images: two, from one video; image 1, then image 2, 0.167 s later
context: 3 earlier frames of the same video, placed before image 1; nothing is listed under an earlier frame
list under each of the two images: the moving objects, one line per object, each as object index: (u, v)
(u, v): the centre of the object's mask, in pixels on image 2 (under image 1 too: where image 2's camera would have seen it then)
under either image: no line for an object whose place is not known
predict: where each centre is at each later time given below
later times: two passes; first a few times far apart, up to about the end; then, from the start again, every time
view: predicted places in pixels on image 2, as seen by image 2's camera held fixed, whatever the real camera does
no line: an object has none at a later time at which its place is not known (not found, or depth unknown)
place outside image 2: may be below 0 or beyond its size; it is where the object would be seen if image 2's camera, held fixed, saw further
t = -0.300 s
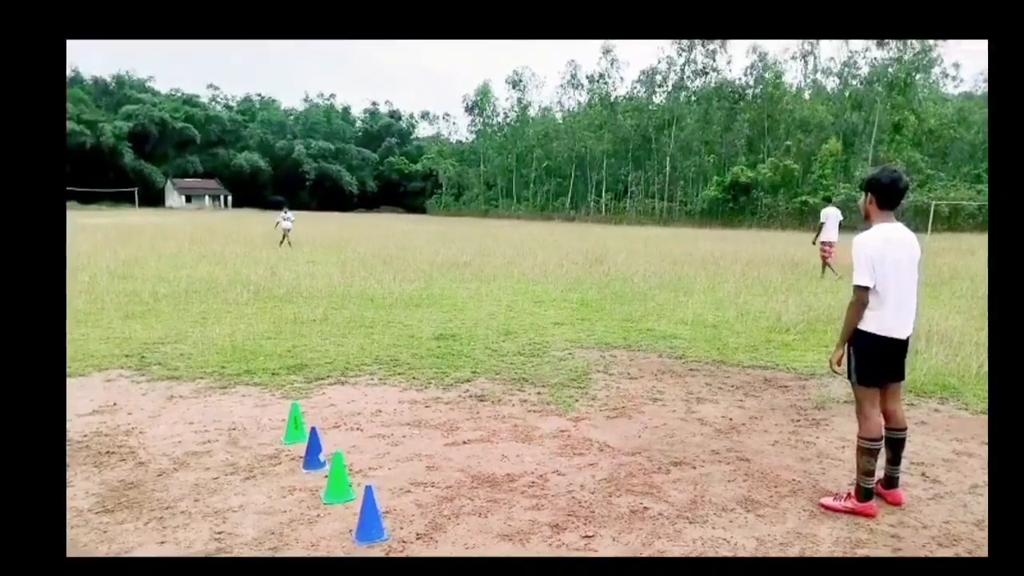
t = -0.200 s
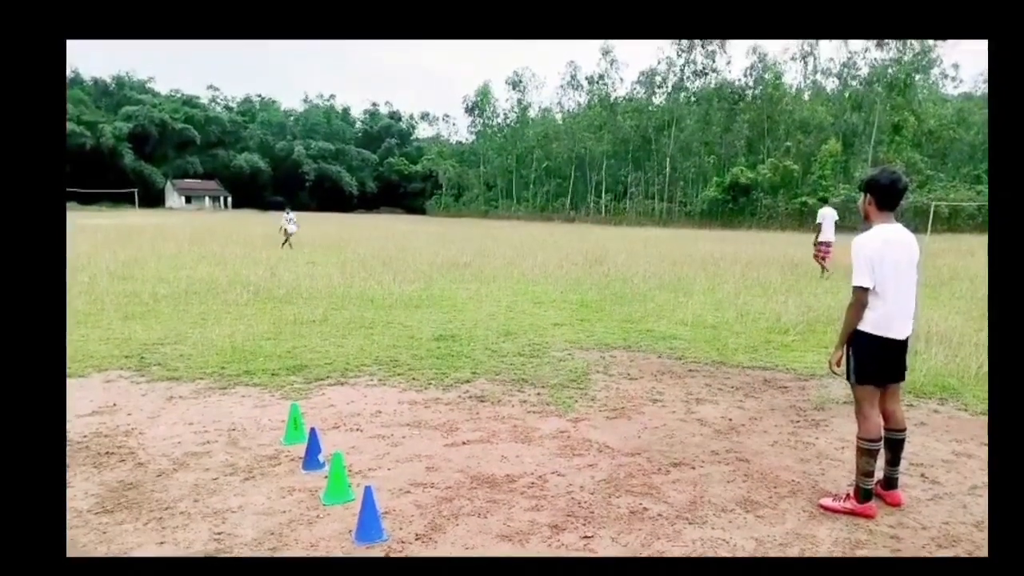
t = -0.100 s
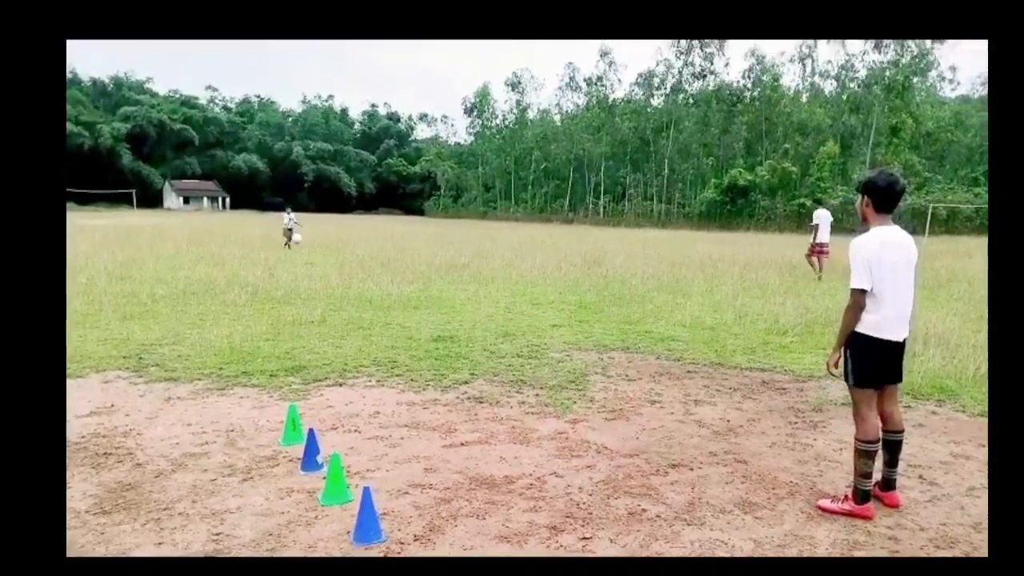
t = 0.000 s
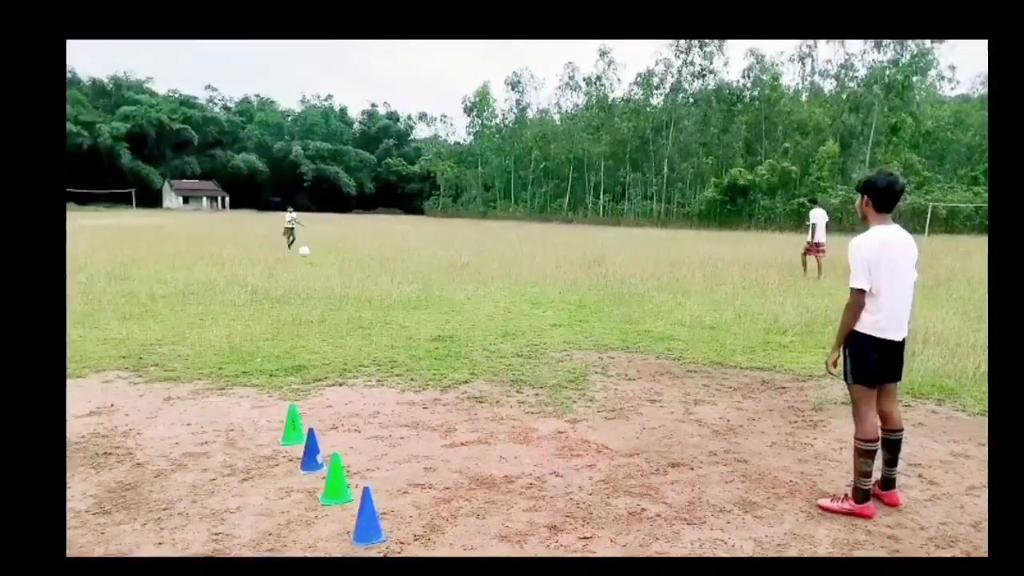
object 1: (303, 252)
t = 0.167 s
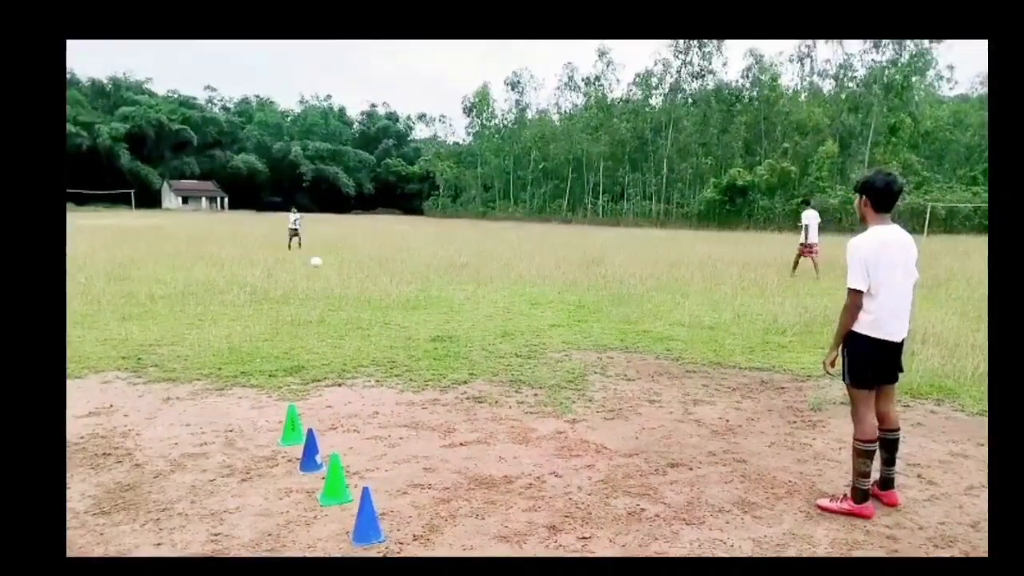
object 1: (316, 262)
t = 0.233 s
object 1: (321, 257)
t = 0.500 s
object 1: (346, 259)
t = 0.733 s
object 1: (373, 287)
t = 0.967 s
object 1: (400, 286)
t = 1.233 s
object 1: (436, 301)
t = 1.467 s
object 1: (474, 321)
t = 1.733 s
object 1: (528, 337)
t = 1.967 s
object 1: (586, 349)
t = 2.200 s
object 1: (658, 359)
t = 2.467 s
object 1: (764, 383)
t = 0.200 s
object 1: (318, 259)
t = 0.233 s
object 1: (321, 257)
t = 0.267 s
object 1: (324, 255)
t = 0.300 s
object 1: (327, 254)
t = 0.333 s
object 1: (329, 253)
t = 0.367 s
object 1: (332, 253)
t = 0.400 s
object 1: (335, 254)
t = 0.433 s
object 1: (339, 255)
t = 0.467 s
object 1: (342, 256)
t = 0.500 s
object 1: (346, 259)
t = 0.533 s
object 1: (349, 262)
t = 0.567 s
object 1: (353, 266)
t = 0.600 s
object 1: (357, 271)
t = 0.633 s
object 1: (361, 277)
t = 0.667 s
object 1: (365, 283)
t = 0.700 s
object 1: (370, 289)
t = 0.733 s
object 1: (373, 287)
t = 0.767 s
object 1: (377, 286)
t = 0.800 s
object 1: (380, 284)
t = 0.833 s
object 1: (384, 283)
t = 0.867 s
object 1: (388, 283)
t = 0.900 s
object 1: (392, 283)
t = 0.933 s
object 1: (396, 284)
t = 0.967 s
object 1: (400, 286)
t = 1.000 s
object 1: (404, 289)
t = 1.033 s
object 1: (409, 293)
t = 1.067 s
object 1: (413, 297)
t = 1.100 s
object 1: (418, 303)
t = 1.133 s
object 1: (422, 305)
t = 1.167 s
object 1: (427, 303)
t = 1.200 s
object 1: (431, 302)
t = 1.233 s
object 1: (436, 301)
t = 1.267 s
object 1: (441, 301)
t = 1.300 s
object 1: (446, 302)
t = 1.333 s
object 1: (451, 305)
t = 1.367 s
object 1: (457, 308)
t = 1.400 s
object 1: (462, 312)
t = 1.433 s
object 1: (467, 317)
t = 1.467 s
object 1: (474, 321)
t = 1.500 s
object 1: (480, 320)
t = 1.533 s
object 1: (486, 319)
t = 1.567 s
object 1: (493, 320)
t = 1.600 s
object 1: (499, 321)
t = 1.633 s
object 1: (506, 323)
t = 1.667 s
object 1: (513, 326)
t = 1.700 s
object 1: (521, 330)
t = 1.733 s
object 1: (528, 337)
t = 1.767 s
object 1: (536, 338)
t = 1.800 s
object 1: (543, 337)
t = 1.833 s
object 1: (552, 337)
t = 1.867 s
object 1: (559, 338)
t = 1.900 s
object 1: (568, 340)
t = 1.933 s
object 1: (577, 344)
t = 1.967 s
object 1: (586, 349)
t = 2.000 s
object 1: (596, 356)
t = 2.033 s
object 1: (605, 355)
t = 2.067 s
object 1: (615, 353)
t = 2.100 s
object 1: (625, 352)
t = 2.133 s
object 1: (635, 353)
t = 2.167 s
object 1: (646, 354)
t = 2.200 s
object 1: (658, 359)
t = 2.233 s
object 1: (670, 364)
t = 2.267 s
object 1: (682, 370)
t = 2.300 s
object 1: (694, 378)
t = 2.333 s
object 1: (708, 388)
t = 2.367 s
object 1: (722, 385)
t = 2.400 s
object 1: (735, 383)
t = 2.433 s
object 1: (749, 383)
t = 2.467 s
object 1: (764, 383)
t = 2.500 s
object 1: (779, 386)
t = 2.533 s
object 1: (796, 391)
